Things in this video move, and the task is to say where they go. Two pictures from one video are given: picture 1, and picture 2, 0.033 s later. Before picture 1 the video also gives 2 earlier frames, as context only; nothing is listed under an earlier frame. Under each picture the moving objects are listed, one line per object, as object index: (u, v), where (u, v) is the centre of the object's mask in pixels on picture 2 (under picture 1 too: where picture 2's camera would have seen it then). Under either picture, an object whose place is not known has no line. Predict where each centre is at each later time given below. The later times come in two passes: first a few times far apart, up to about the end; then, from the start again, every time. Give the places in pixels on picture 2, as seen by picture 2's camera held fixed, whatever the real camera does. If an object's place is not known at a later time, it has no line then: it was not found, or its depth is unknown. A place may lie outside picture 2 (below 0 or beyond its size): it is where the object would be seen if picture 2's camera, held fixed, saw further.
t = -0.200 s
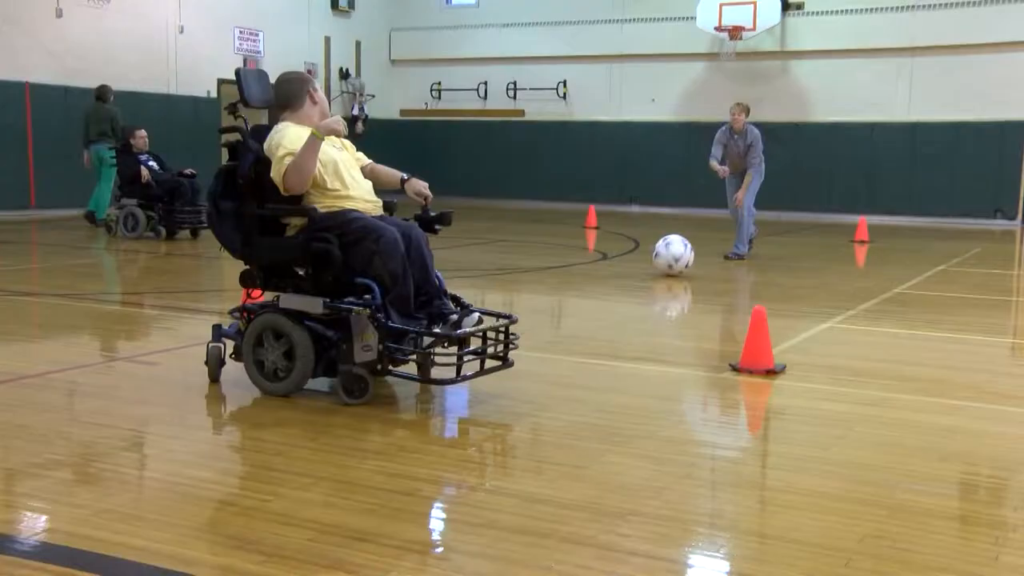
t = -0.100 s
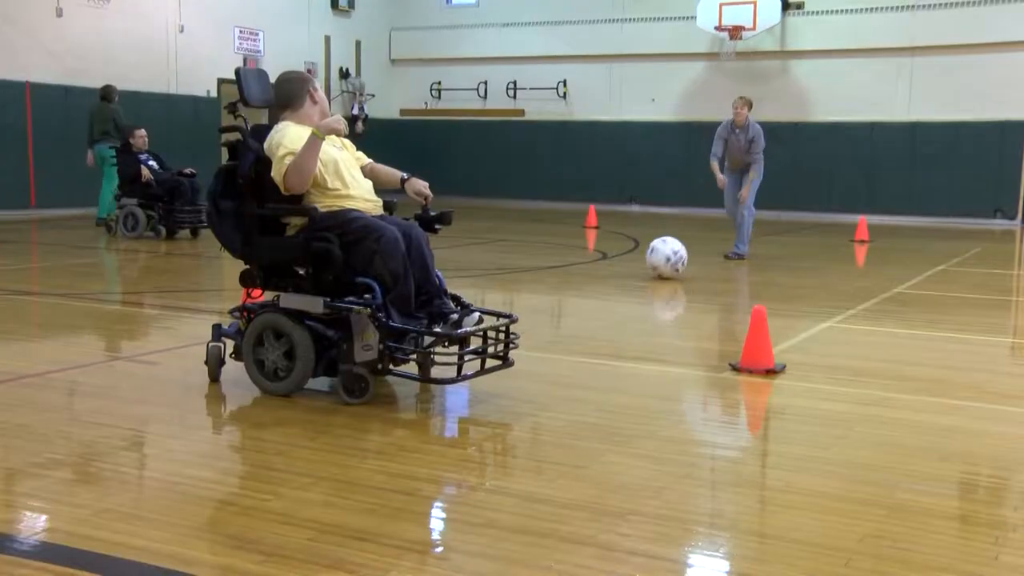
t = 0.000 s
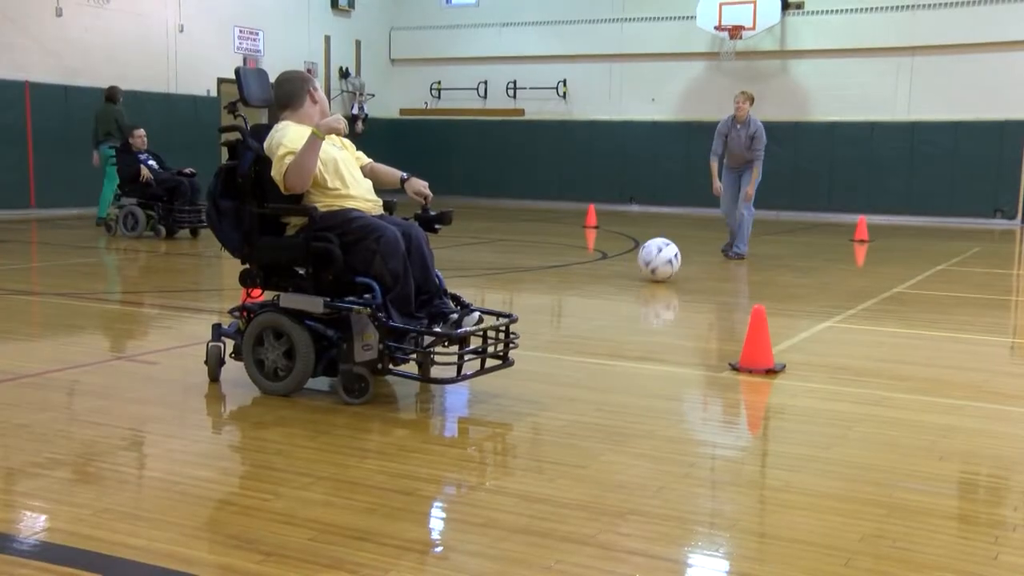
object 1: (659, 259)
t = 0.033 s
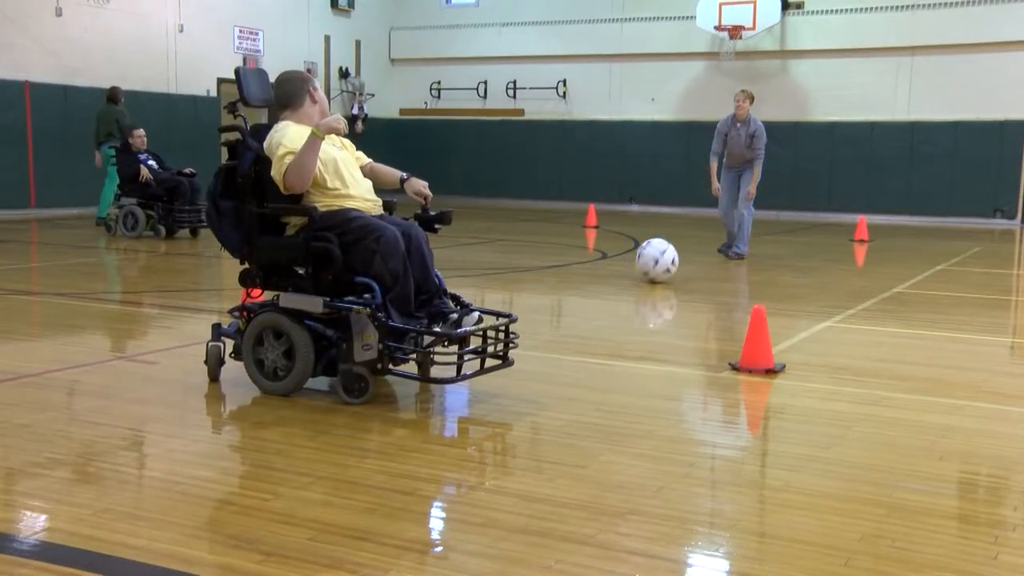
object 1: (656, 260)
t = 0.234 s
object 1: (642, 266)
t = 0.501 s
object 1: (620, 274)
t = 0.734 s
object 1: (597, 283)
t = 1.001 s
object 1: (568, 293)
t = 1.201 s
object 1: (542, 304)
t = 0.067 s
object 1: (654, 261)
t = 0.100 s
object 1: (652, 262)
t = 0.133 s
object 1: (650, 263)
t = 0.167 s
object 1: (647, 264)
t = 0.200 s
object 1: (644, 265)
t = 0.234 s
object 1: (642, 266)
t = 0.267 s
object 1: (639, 267)
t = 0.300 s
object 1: (637, 268)
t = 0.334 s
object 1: (634, 269)
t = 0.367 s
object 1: (631, 270)
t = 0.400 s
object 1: (628, 271)
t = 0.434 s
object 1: (625, 271)
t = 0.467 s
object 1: (623, 272)
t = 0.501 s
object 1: (620, 274)
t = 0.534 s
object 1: (617, 275)
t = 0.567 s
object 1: (614, 277)
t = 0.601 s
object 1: (611, 277)
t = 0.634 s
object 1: (607, 279)
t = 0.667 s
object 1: (604, 279)
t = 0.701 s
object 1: (601, 281)
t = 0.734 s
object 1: (597, 283)
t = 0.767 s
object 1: (594, 284)
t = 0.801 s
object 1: (590, 286)
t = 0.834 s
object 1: (587, 287)
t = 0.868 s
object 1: (583, 288)
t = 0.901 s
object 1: (579, 289)
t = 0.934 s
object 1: (576, 290)
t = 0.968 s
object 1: (572, 292)
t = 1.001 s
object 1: (568, 293)
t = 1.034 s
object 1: (564, 295)
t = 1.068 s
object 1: (560, 296)
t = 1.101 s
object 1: (555, 298)
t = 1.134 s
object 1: (551, 300)
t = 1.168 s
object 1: (547, 302)
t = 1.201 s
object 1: (542, 304)
